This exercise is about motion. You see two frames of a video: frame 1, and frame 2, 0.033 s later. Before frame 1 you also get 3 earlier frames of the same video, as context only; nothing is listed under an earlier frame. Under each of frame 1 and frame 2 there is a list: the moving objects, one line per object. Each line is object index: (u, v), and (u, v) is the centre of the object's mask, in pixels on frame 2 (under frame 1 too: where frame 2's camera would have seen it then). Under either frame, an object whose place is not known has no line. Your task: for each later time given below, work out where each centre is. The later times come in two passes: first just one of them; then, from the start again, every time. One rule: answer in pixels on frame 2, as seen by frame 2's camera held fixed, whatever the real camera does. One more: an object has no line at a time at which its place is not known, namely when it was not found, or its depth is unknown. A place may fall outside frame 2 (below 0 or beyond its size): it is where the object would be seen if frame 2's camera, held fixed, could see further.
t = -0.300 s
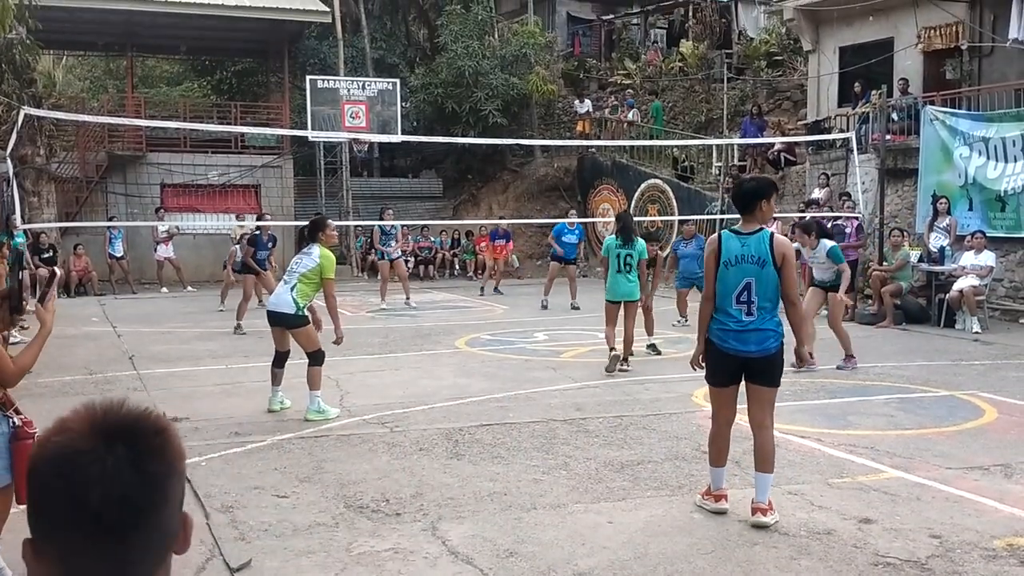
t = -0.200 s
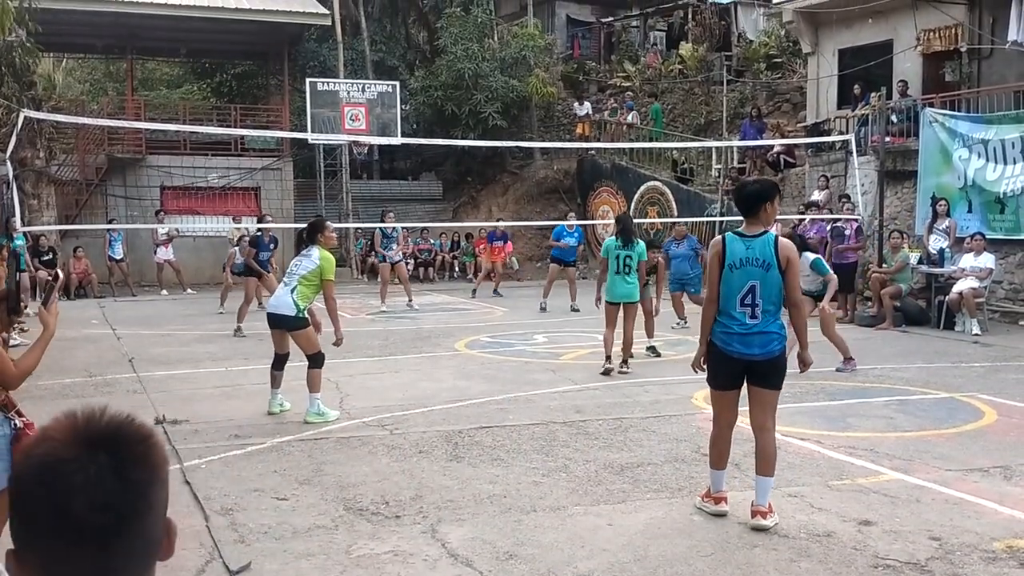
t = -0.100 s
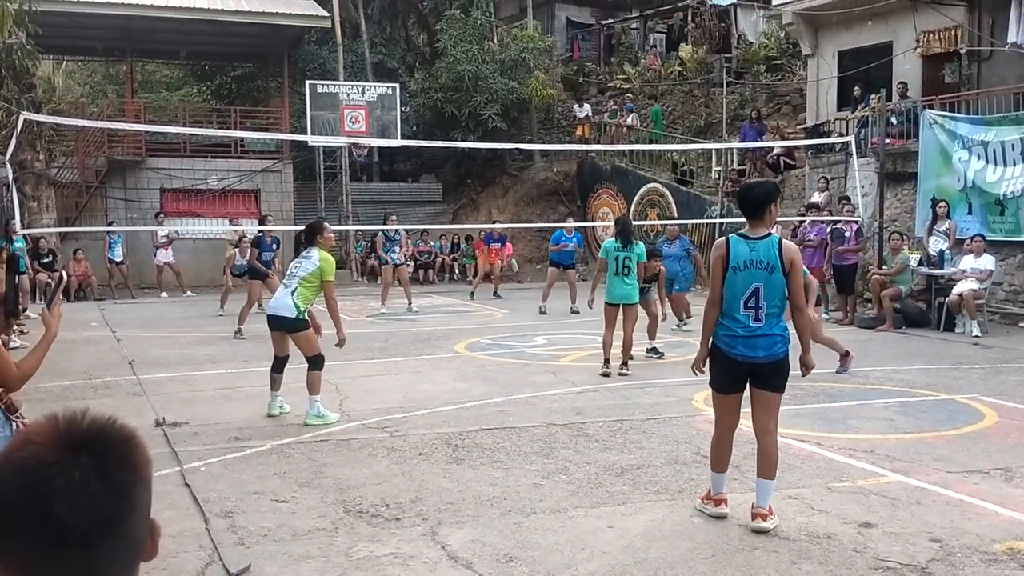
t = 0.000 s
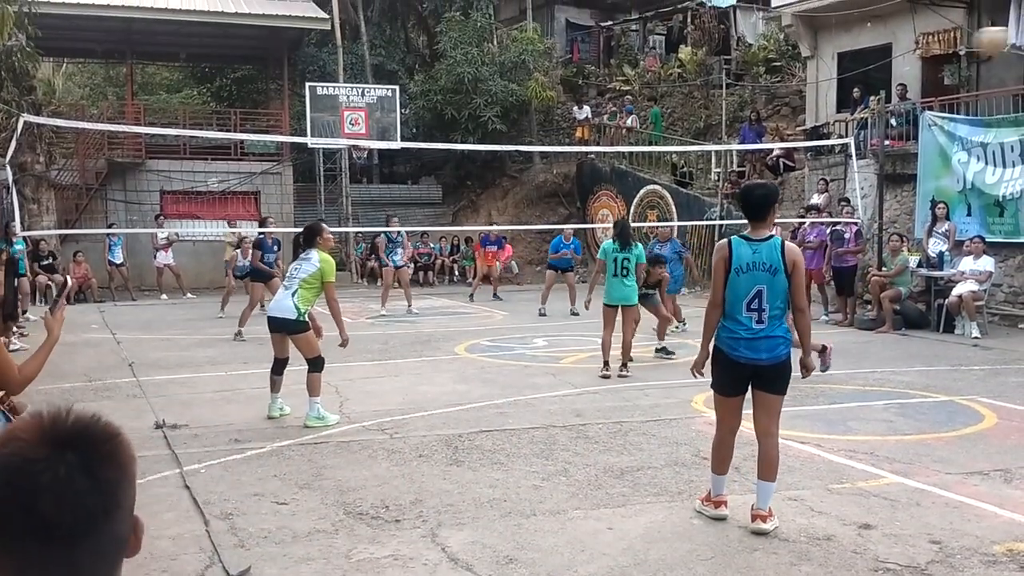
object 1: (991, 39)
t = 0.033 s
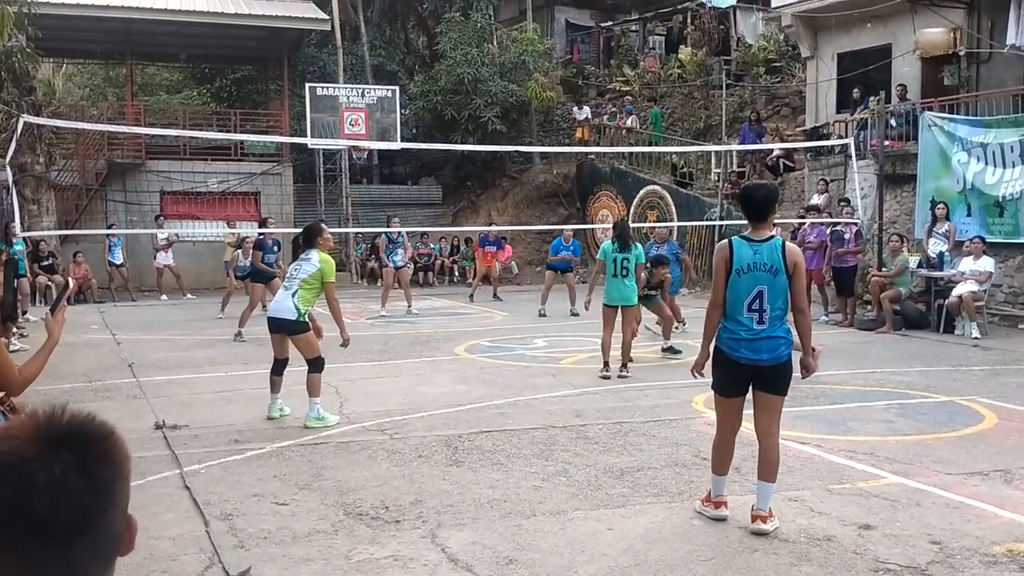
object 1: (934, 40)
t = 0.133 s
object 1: (783, 49)
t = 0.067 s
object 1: (876, 43)
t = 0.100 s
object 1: (826, 44)
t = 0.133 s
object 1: (783, 49)
